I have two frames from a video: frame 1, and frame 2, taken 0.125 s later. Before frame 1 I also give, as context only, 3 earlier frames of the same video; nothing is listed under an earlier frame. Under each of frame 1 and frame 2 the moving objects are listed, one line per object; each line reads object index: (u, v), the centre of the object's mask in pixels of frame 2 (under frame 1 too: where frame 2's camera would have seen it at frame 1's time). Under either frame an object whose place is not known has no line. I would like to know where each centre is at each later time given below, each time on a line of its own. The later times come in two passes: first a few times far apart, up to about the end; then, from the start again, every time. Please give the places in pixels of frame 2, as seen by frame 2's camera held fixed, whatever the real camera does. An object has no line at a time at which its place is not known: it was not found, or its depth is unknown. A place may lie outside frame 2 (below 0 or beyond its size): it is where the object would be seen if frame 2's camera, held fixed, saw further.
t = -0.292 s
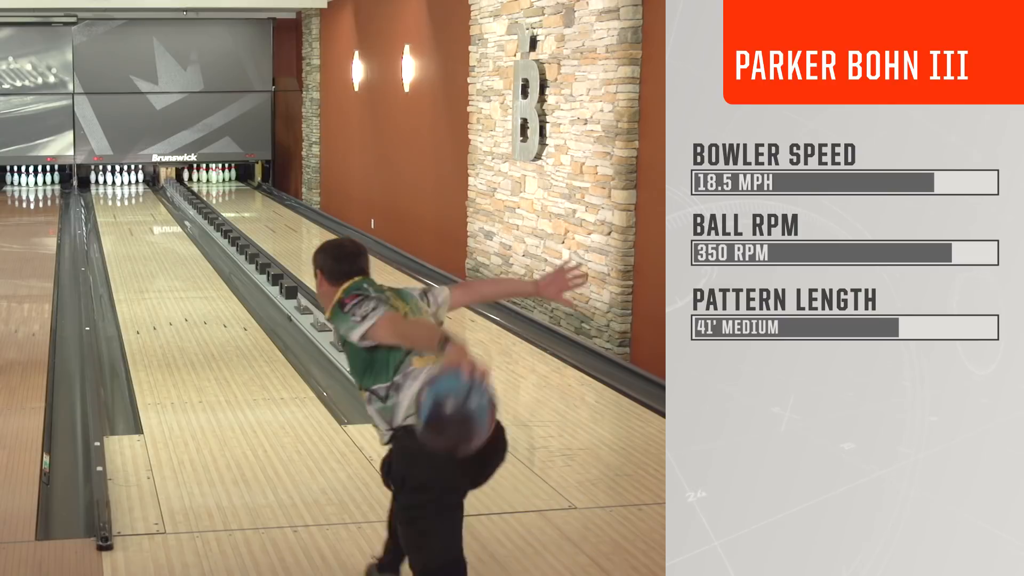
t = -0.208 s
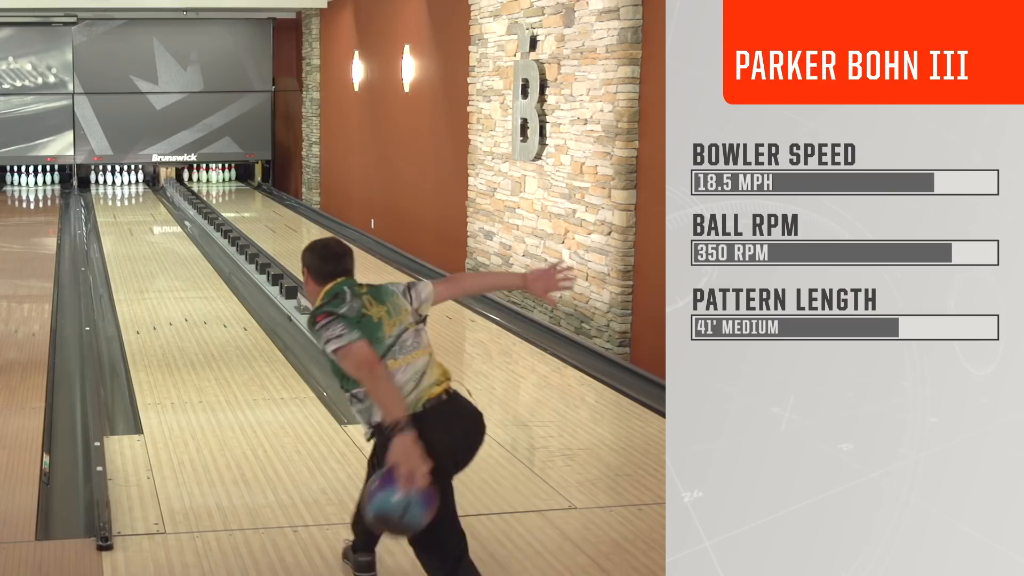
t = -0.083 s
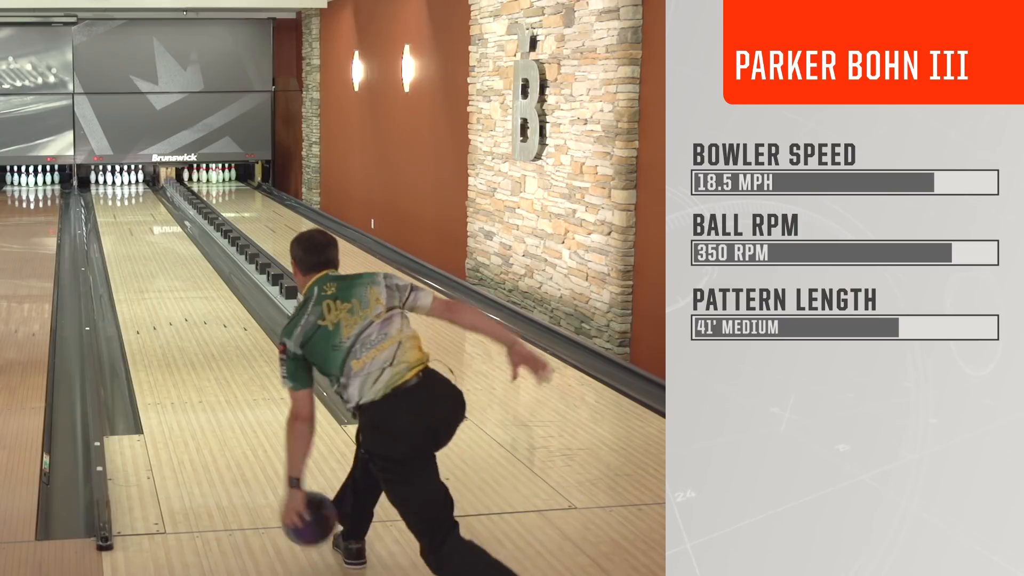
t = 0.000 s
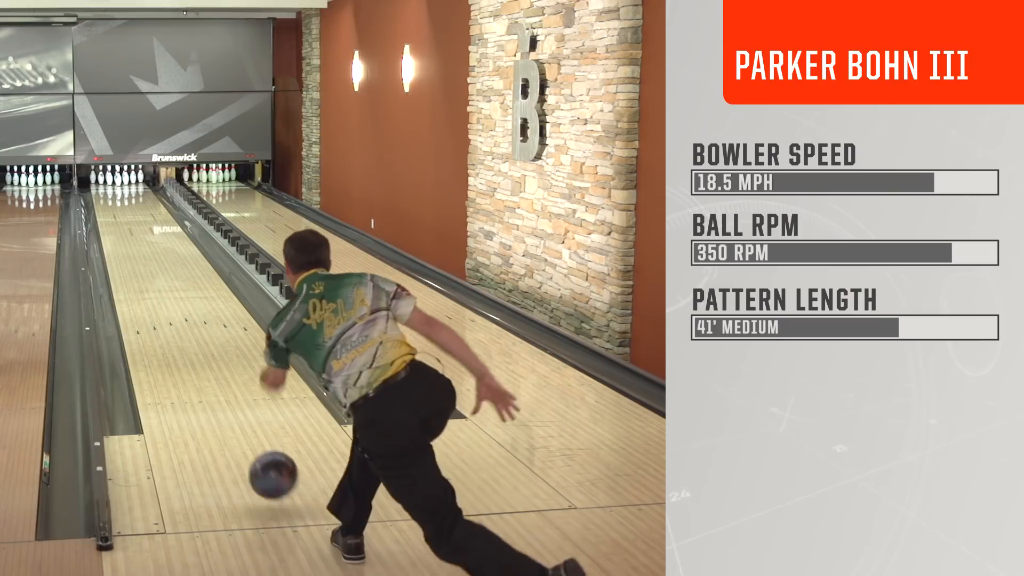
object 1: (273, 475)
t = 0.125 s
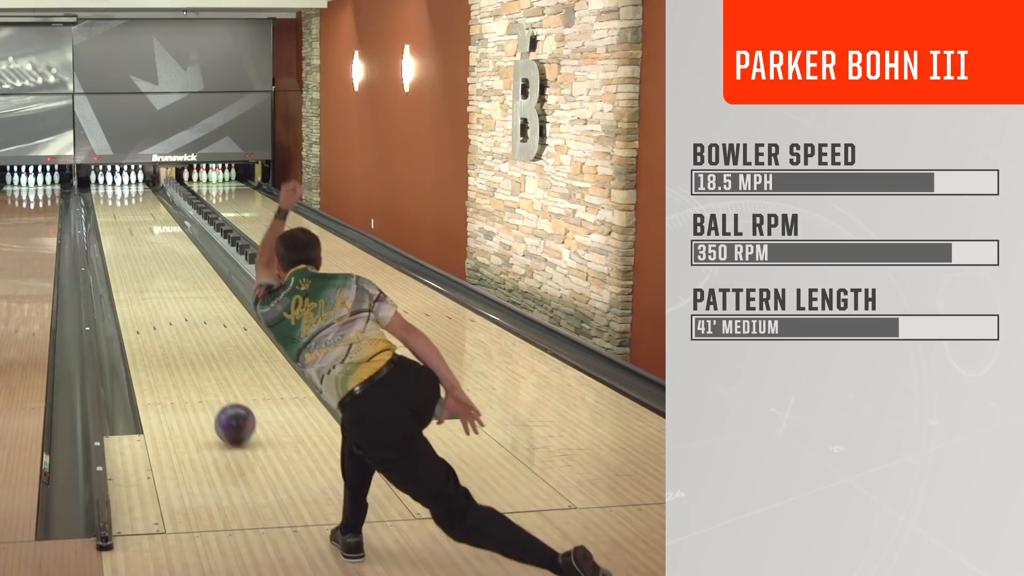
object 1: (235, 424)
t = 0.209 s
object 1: (216, 393)
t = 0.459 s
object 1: (175, 325)
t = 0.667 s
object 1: (154, 288)
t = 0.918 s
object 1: (136, 256)
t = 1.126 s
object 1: (125, 237)
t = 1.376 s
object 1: (115, 219)
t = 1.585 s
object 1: (110, 207)
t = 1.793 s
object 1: (107, 198)
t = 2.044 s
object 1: (108, 188)
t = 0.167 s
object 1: (225, 408)
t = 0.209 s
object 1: (216, 393)
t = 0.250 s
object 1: (207, 379)
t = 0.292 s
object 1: (200, 367)
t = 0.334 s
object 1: (193, 355)
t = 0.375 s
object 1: (187, 344)
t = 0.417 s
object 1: (181, 334)
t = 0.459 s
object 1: (175, 325)
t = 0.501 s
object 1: (170, 317)
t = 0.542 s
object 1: (166, 309)
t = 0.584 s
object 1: (161, 302)
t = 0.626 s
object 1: (157, 295)
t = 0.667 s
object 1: (154, 288)
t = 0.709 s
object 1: (150, 282)
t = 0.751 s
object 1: (147, 277)
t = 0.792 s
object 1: (144, 271)
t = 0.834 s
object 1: (141, 266)
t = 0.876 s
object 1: (138, 261)
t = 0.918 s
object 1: (136, 256)
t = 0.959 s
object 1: (133, 252)
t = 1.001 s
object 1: (131, 248)
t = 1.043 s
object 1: (129, 244)
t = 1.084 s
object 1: (127, 240)
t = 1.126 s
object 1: (125, 237)
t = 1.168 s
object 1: (123, 233)
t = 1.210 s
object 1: (121, 230)
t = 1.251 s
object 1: (120, 227)
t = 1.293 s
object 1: (118, 225)
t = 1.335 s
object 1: (117, 221)
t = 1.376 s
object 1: (115, 219)
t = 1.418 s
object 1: (114, 216)
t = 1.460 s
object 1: (113, 214)
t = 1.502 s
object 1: (112, 211)
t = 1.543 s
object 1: (111, 210)
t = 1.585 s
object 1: (110, 207)
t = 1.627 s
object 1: (109, 206)
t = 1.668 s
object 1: (108, 203)
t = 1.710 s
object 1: (108, 201)
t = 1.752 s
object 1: (107, 199)
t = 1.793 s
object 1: (107, 198)
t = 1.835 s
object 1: (107, 196)
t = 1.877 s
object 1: (107, 194)
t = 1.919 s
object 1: (107, 193)
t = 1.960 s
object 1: (107, 192)
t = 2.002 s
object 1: (107, 190)
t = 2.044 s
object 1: (108, 188)
